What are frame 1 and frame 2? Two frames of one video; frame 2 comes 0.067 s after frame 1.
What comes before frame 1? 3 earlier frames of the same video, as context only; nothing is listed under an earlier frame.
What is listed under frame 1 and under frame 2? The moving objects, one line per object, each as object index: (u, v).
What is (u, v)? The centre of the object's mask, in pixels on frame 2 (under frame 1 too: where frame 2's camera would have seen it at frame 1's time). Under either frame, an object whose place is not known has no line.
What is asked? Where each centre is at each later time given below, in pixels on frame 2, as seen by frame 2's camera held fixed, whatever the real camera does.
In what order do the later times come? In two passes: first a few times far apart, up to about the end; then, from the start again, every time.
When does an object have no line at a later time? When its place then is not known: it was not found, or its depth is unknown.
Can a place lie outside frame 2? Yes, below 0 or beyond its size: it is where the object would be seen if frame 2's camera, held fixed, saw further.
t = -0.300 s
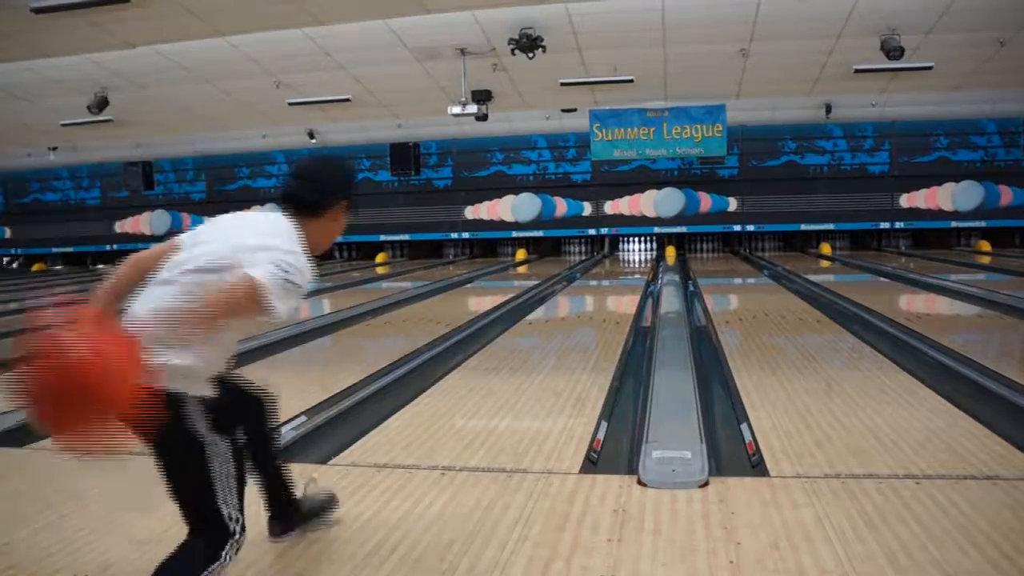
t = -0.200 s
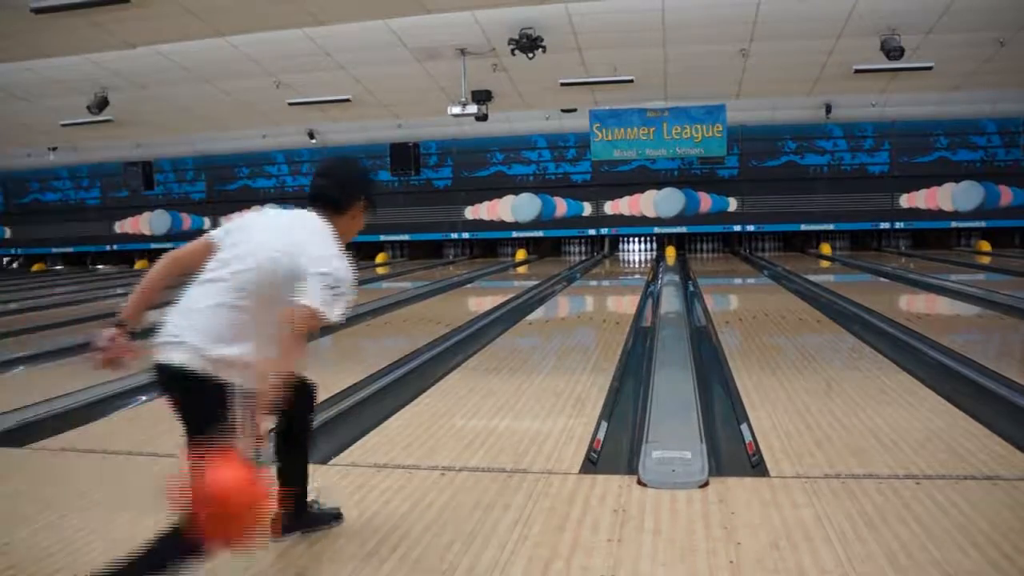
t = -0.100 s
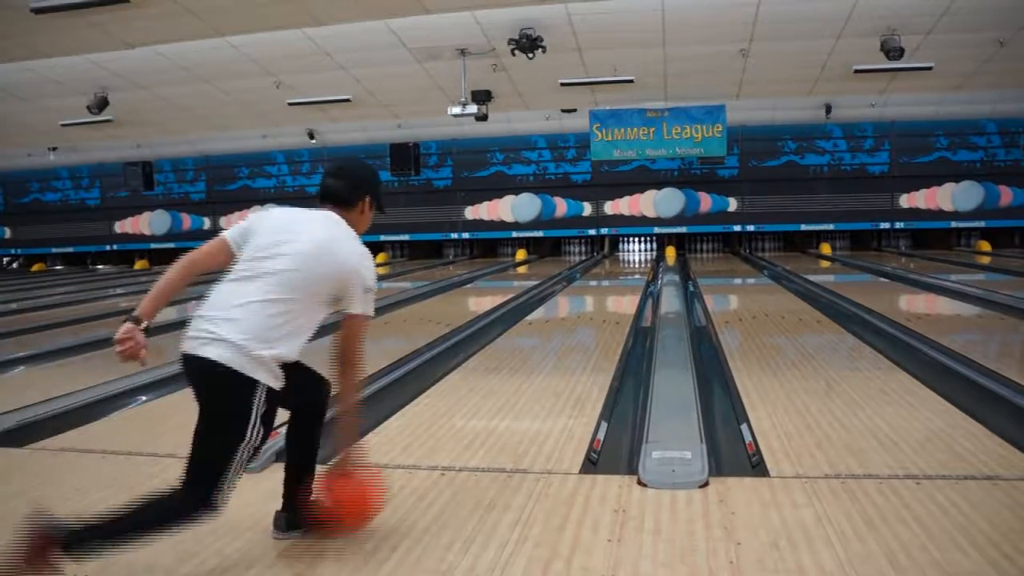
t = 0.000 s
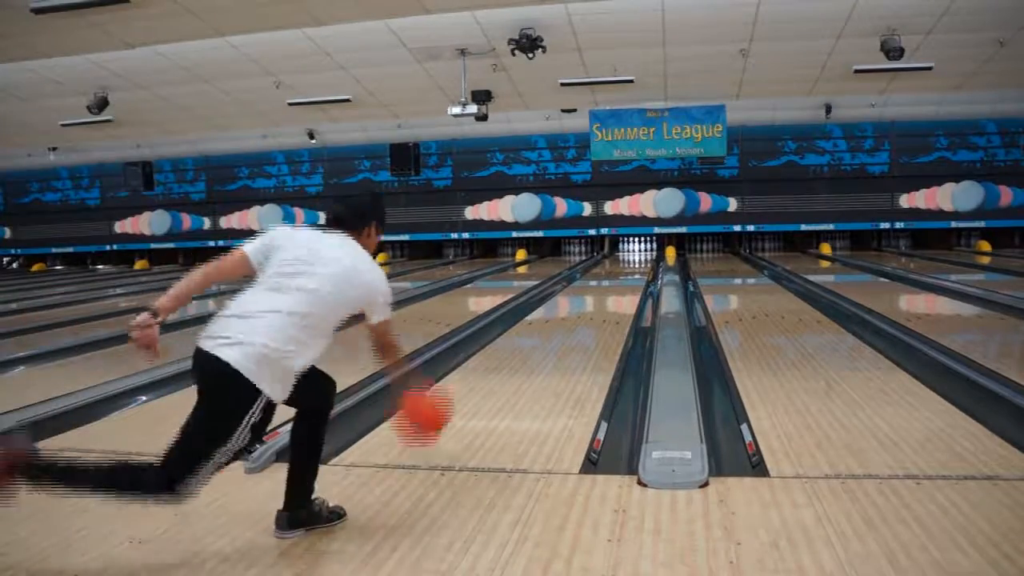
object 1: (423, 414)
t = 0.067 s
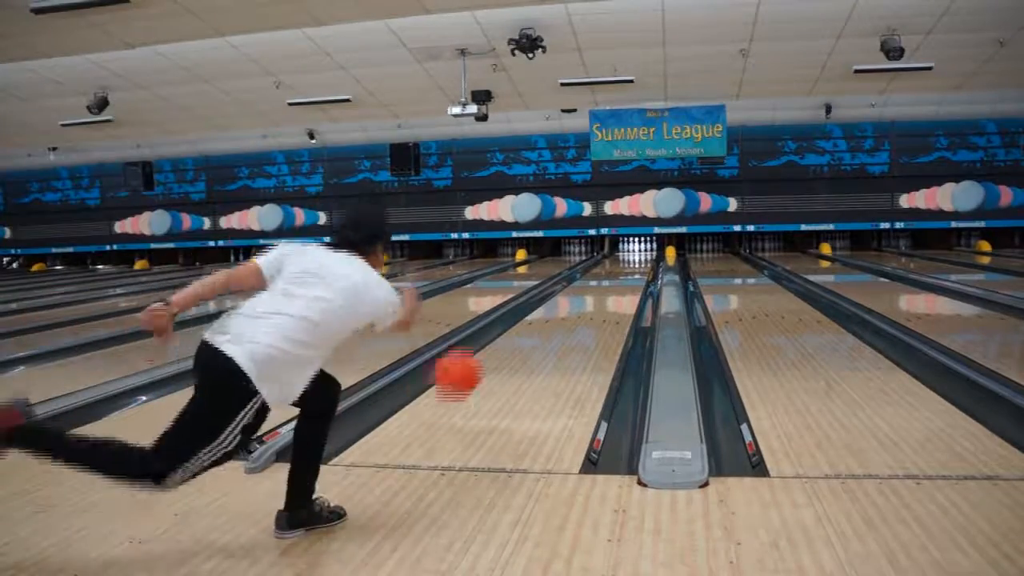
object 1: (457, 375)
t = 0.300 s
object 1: (531, 337)
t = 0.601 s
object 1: (577, 310)
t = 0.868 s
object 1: (599, 290)
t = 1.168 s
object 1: (617, 277)
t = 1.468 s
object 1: (627, 267)
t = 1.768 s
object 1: (635, 260)
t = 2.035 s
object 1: (641, 256)
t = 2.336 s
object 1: (644, 253)
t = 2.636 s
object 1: (648, 250)
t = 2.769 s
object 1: (652, 247)
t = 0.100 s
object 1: (472, 360)
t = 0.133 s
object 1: (485, 350)
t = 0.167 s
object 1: (495, 343)
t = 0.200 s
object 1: (505, 338)
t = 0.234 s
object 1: (516, 336)
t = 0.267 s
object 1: (524, 336)
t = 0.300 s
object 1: (531, 337)
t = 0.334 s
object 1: (538, 341)
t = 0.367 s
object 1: (545, 340)
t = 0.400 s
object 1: (551, 334)
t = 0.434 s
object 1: (556, 329)
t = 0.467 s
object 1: (560, 326)
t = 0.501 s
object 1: (565, 321)
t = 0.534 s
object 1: (569, 318)
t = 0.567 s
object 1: (573, 314)
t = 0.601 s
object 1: (577, 310)
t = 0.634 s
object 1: (580, 307)
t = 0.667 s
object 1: (585, 304)
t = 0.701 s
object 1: (586, 302)
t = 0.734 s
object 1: (590, 299)
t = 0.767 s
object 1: (593, 296)
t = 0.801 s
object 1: (595, 294)
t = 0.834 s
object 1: (596, 293)
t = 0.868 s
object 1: (599, 290)
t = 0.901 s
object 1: (602, 288)
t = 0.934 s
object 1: (604, 286)
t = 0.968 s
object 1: (606, 285)
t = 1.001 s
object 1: (607, 283)
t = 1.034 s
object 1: (608, 282)
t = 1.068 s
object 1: (609, 281)
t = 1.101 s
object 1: (612, 279)
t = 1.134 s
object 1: (615, 278)
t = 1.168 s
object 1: (617, 277)
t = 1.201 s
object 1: (617, 276)
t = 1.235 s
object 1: (620, 273)
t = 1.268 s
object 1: (620, 273)
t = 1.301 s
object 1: (621, 272)
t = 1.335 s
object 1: (622, 271)
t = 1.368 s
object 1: (622, 271)
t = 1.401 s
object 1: (624, 271)
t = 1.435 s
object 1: (626, 268)
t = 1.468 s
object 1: (627, 267)
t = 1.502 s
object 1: (627, 267)
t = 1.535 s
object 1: (627, 266)
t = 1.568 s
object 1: (628, 266)
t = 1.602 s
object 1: (629, 264)
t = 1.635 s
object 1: (630, 264)
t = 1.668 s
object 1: (631, 263)
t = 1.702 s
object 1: (631, 263)
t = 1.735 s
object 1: (633, 261)
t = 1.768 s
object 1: (635, 260)
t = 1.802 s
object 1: (636, 259)
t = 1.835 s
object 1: (636, 259)
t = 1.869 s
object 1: (637, 259)
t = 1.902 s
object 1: (636, 259)
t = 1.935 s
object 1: (638, 258)
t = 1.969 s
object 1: (638, 258)
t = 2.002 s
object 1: (639, 257)
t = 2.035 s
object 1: (641, 256)
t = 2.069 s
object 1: (641, 256)
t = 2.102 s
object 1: (641, 256)
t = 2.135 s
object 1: (642, 255)
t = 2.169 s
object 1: (642, 255)
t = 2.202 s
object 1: (642, 255)
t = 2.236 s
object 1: (643, 254)
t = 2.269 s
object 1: (643, 254)
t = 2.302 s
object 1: (643, 253)
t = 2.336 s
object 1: (644, 253)
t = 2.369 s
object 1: (644, 253)
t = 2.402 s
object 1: (645, 252)
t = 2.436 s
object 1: (646, 252)
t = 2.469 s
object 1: (646, 251)
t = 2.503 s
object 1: (646, 251)
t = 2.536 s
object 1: (647, 251)
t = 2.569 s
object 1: (648, 251)
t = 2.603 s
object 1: (648, 250)
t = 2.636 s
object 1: (648, 250)
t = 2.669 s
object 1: (648, 249)
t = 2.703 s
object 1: (648, 248)
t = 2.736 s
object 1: (650, 248)
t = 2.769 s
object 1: (652, 247)
